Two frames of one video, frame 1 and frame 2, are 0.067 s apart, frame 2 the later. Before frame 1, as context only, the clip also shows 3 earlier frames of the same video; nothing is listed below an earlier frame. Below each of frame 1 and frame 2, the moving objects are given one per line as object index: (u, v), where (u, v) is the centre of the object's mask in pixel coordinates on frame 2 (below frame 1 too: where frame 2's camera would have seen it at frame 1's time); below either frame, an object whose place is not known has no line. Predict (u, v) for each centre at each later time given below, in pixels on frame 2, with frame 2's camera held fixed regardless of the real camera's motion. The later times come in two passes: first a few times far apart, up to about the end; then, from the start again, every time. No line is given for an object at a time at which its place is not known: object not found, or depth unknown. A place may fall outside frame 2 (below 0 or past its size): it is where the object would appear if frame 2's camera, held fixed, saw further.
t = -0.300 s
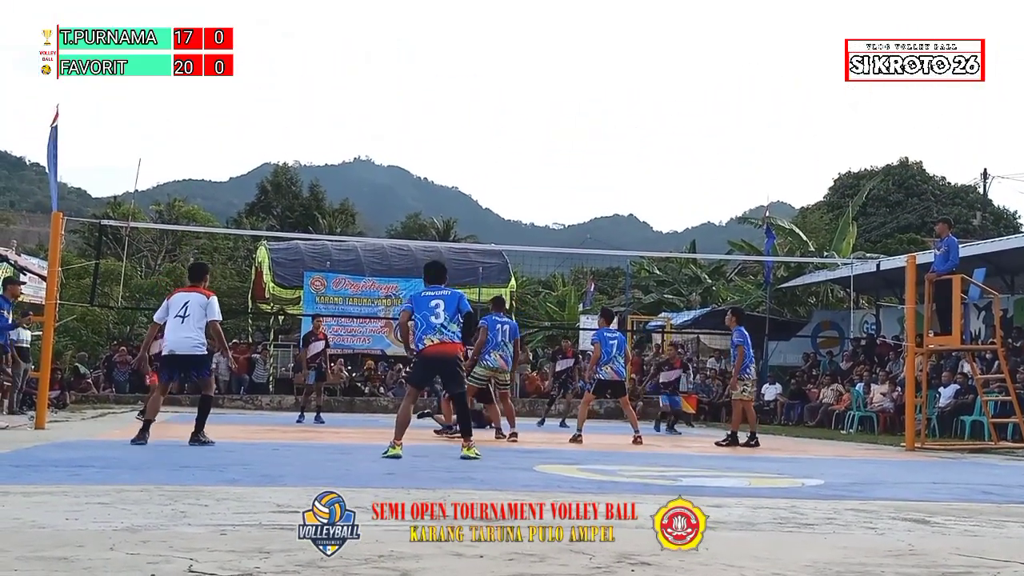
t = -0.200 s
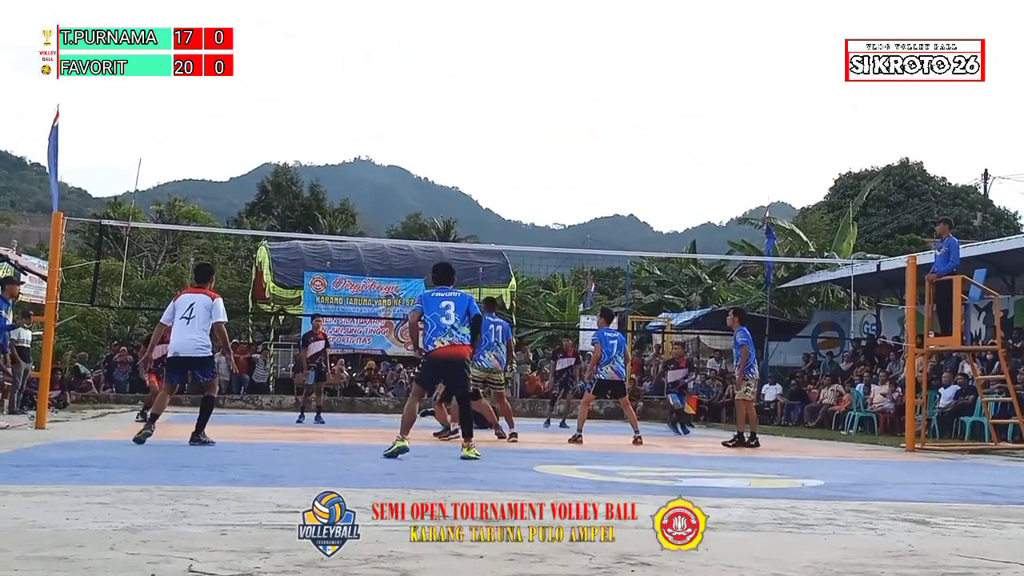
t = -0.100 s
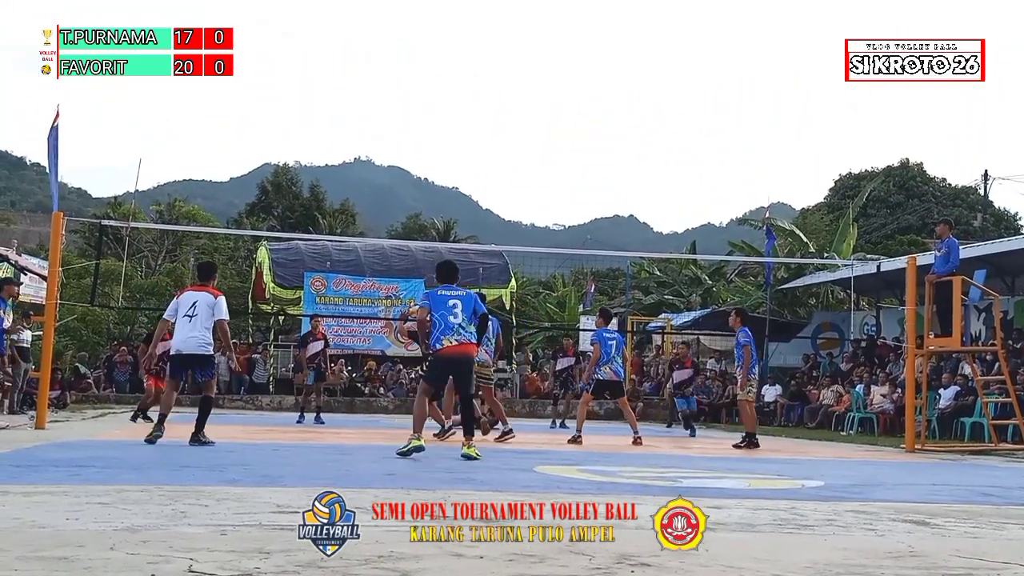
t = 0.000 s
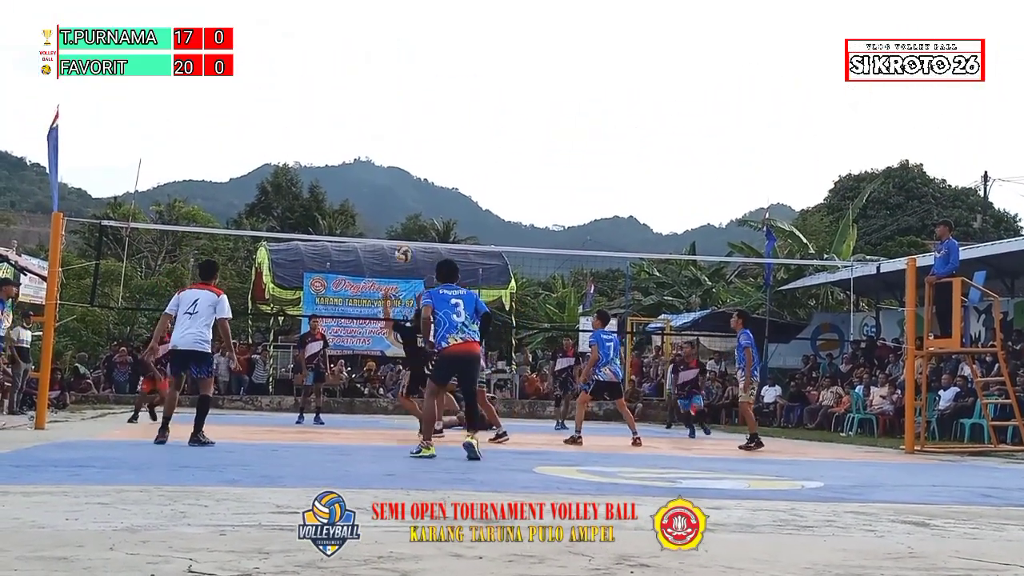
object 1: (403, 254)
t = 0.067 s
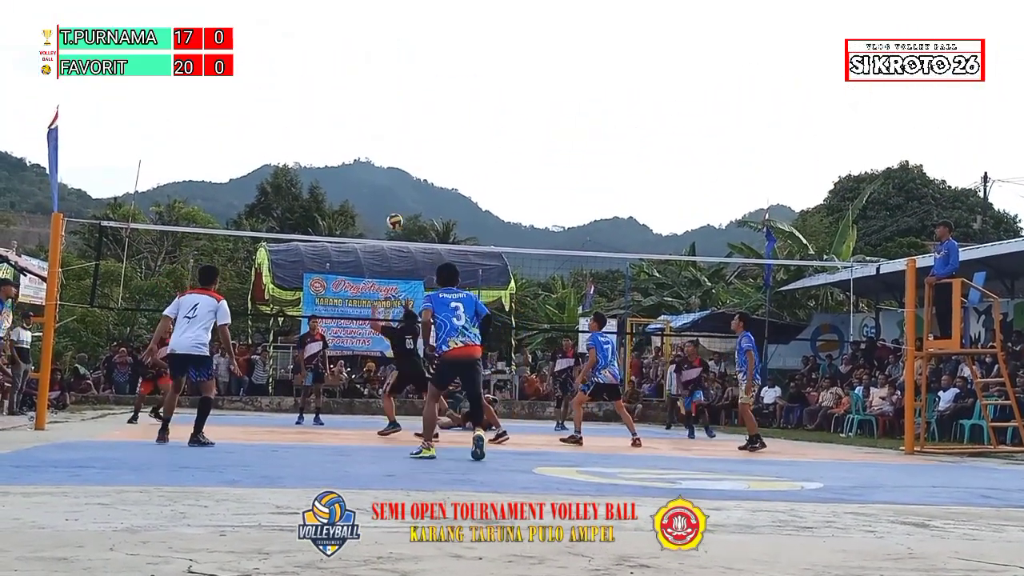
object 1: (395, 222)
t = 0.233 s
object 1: (373, 154)
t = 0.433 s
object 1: (347, 102)
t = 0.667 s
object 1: (317, 79)
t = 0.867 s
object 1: (289, 91)
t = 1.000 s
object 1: (268, 115)
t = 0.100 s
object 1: (390, 205)
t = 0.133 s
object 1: (386, 191)
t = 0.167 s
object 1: (381, 178)
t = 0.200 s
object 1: (377, 166)
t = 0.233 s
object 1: (373, 154)
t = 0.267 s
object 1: (369, 144)
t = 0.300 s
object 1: (364, 133)
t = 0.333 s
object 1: (360, 124)
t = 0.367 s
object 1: (356, 116)
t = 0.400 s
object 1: (352, 109)
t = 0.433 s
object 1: (347, 102)
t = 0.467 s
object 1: (343, 96)
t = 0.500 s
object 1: (339, 91)
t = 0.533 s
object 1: (334, 87)
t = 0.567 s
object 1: (330, 84)
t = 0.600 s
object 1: (325, 81)
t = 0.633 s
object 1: (321, 80)
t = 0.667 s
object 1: (317, 79)
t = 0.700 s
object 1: (312, 79)
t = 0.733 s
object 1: (308, 79)
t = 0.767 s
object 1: (303, 81)
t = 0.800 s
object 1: (298, 84)
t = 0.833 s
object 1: (294, 87)
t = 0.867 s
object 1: (289, 91)
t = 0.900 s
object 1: (283, 95)
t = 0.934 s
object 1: (278, 101)
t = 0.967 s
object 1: (273, 108)
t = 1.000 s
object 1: (268, 115)
